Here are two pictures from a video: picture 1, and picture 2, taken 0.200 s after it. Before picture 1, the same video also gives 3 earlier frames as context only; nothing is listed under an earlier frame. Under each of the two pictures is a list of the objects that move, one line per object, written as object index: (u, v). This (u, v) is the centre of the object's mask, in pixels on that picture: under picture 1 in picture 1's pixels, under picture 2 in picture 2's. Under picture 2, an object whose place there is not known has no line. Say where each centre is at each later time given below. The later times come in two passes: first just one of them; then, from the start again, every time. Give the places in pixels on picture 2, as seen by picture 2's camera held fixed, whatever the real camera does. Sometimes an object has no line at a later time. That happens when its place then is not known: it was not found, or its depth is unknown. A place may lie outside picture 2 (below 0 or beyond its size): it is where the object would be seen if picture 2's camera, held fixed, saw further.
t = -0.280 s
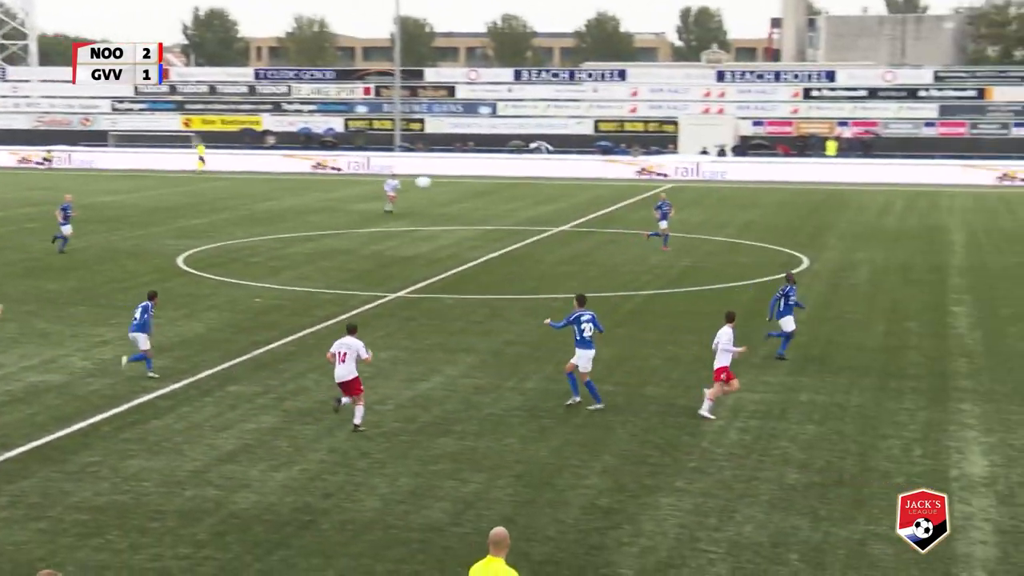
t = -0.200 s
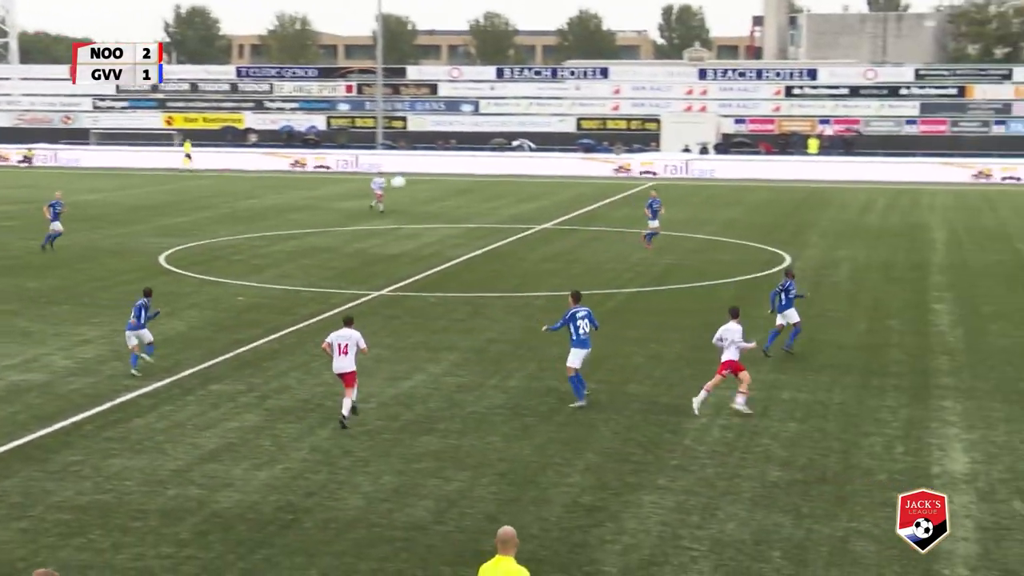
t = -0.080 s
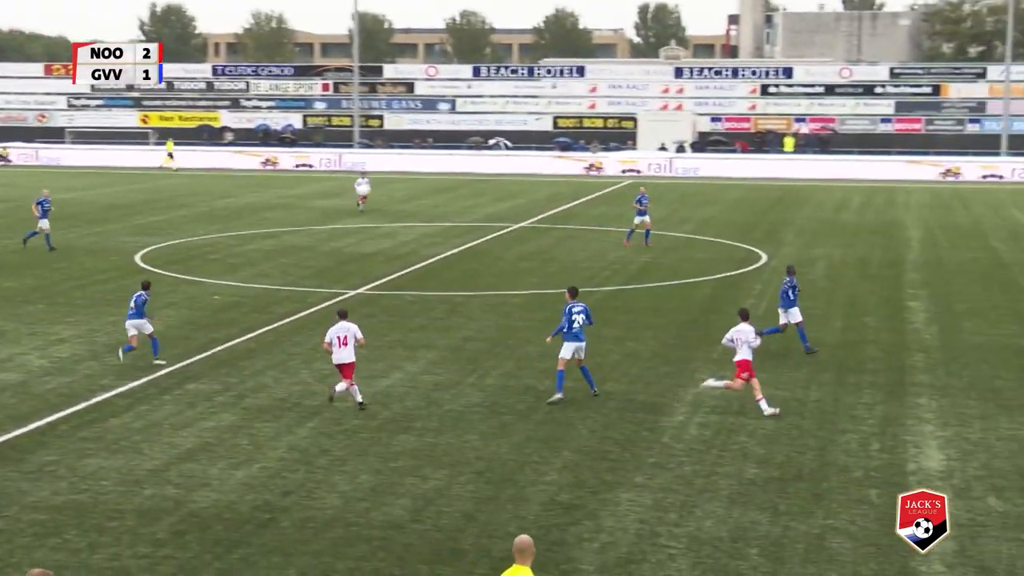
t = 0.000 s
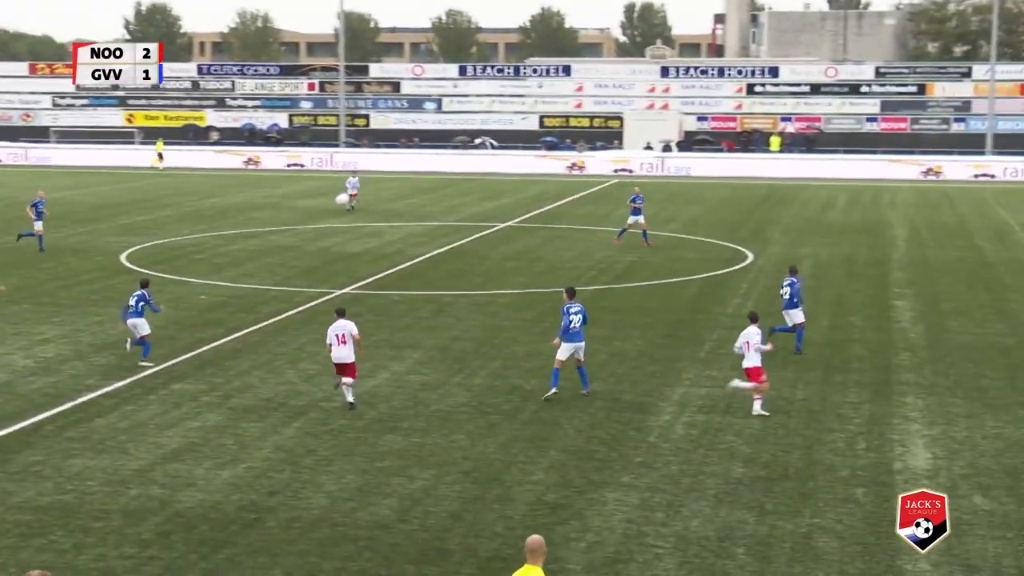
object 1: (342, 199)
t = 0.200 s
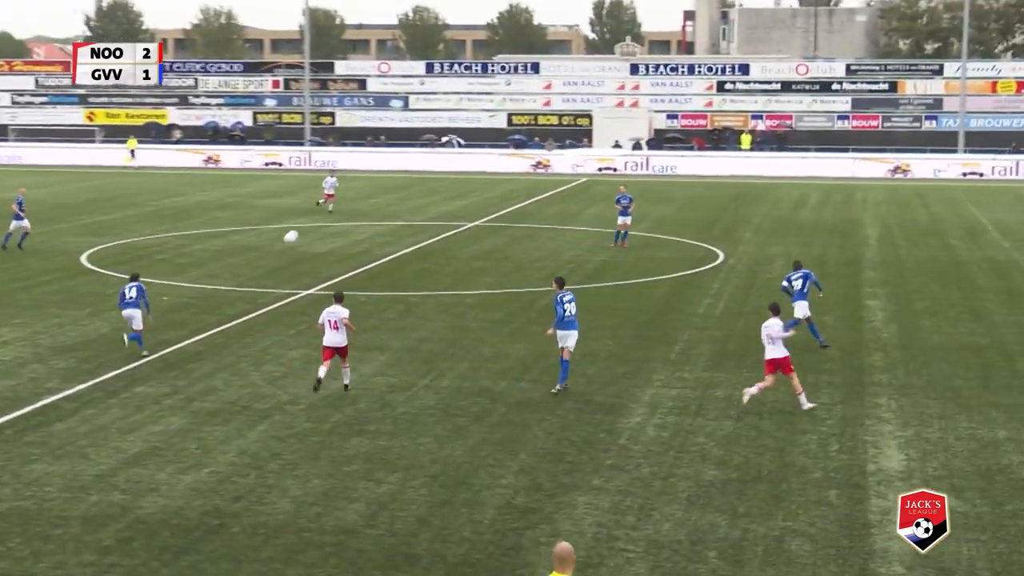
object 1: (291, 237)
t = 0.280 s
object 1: (280, 255)
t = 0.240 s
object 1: (286, 246)
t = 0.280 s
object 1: (280, 255)
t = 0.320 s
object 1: (276, 266)
